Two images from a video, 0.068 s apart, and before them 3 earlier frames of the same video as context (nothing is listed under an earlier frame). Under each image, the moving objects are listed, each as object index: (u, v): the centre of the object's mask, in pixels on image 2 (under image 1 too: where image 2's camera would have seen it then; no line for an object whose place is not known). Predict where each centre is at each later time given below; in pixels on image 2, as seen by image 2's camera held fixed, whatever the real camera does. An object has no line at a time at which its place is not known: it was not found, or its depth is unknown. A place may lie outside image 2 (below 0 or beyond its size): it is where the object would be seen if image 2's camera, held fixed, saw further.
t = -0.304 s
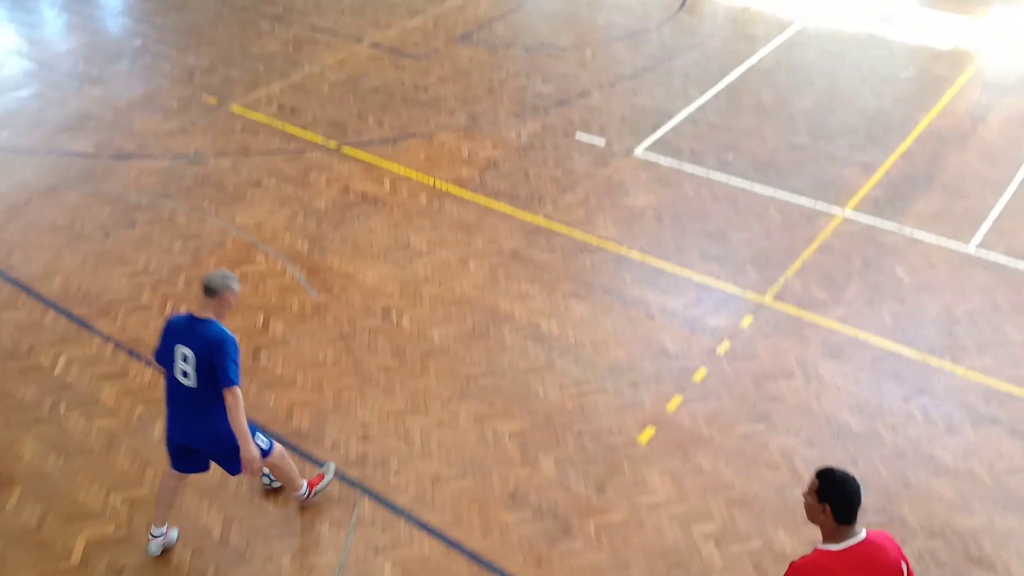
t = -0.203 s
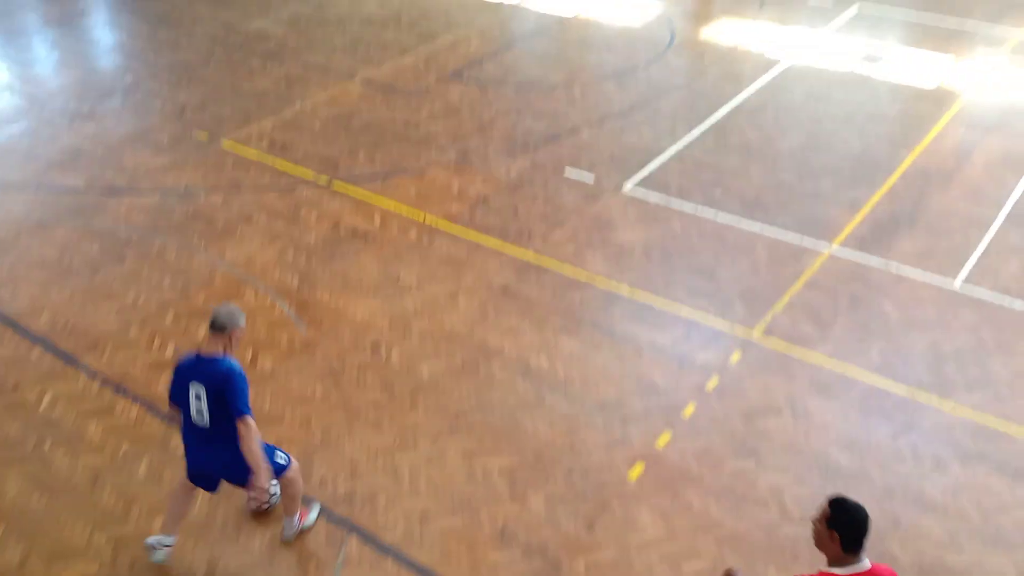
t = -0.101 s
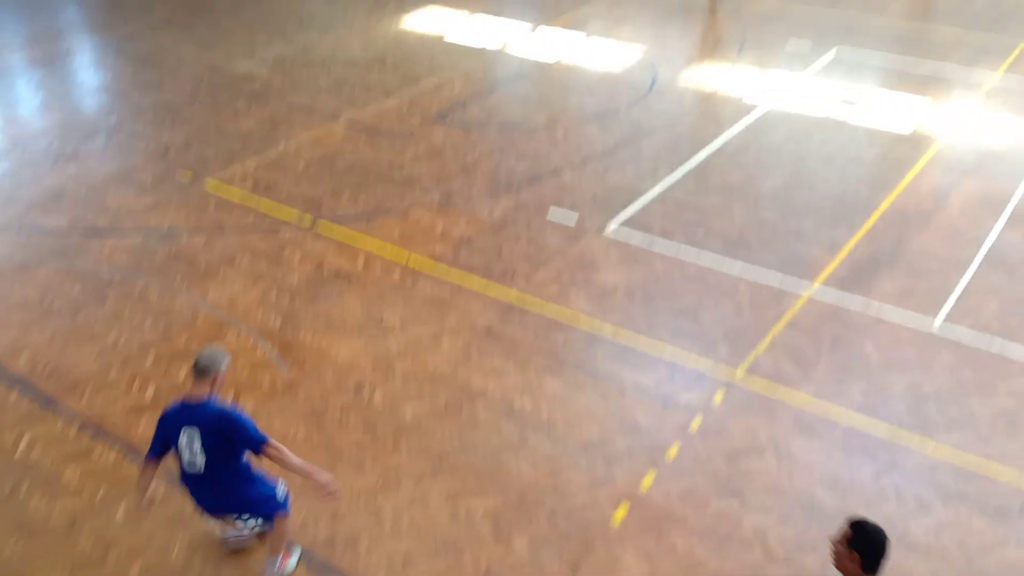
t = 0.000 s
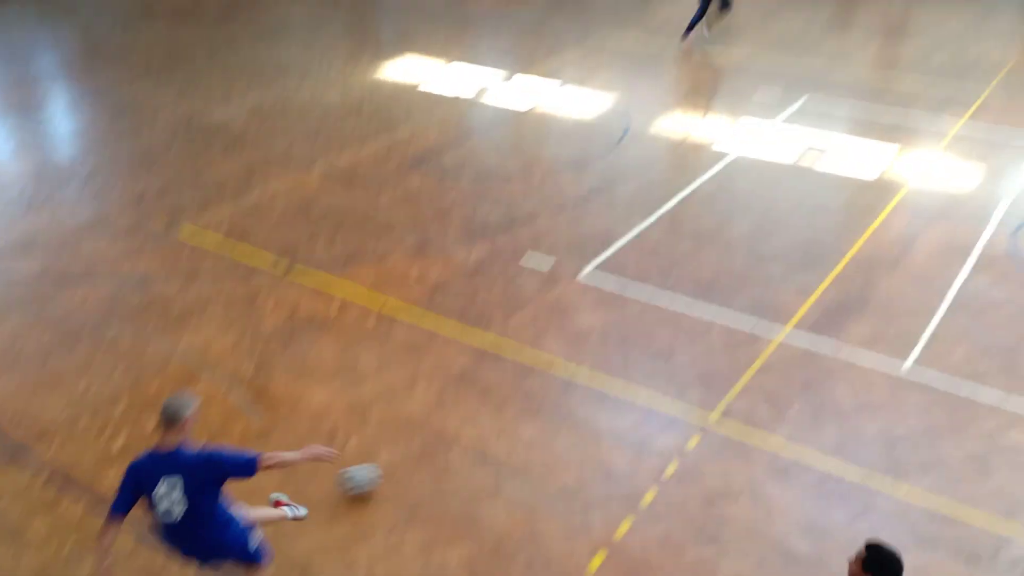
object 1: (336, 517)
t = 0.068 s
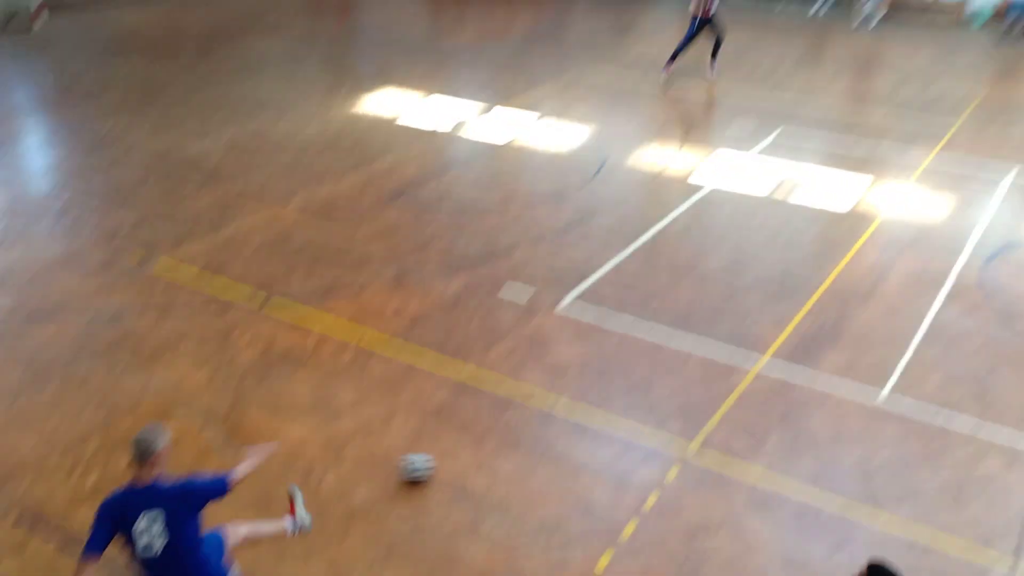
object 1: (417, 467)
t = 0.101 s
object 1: (454, 444)
